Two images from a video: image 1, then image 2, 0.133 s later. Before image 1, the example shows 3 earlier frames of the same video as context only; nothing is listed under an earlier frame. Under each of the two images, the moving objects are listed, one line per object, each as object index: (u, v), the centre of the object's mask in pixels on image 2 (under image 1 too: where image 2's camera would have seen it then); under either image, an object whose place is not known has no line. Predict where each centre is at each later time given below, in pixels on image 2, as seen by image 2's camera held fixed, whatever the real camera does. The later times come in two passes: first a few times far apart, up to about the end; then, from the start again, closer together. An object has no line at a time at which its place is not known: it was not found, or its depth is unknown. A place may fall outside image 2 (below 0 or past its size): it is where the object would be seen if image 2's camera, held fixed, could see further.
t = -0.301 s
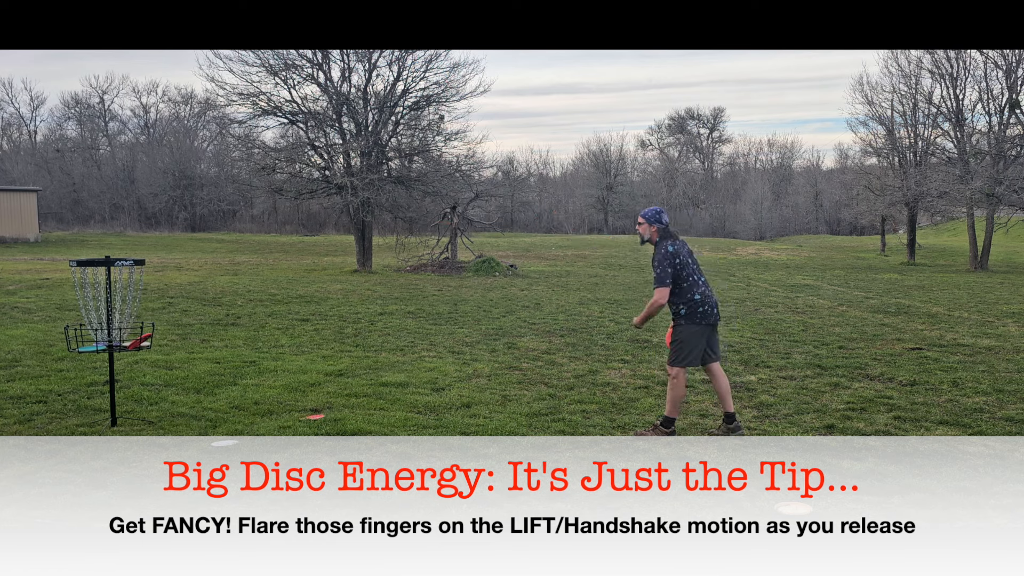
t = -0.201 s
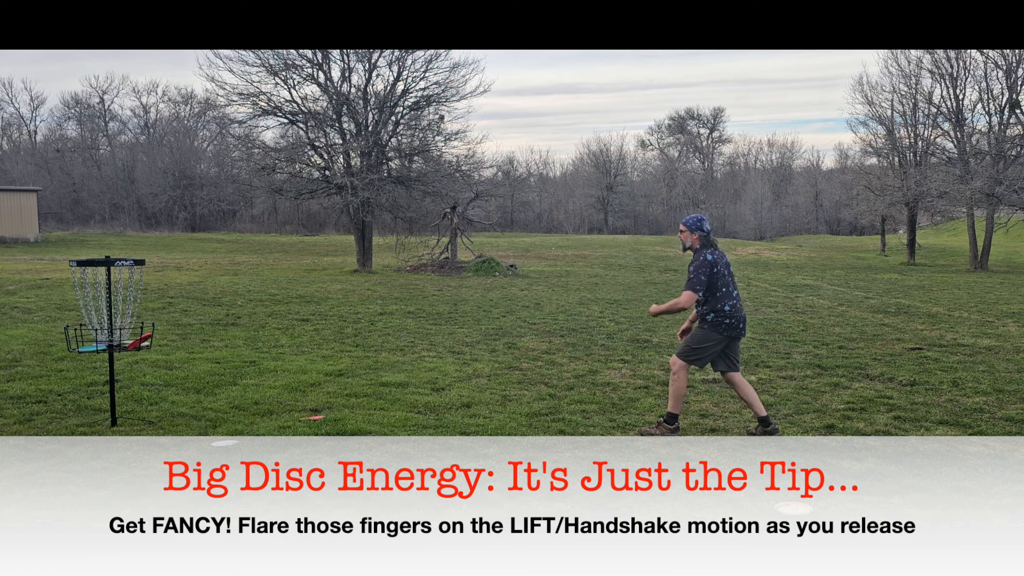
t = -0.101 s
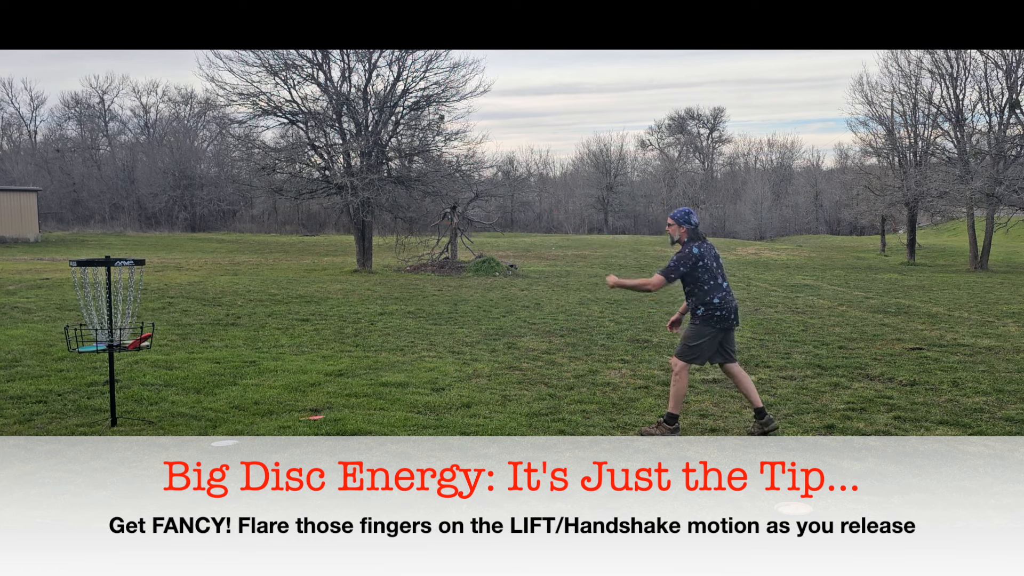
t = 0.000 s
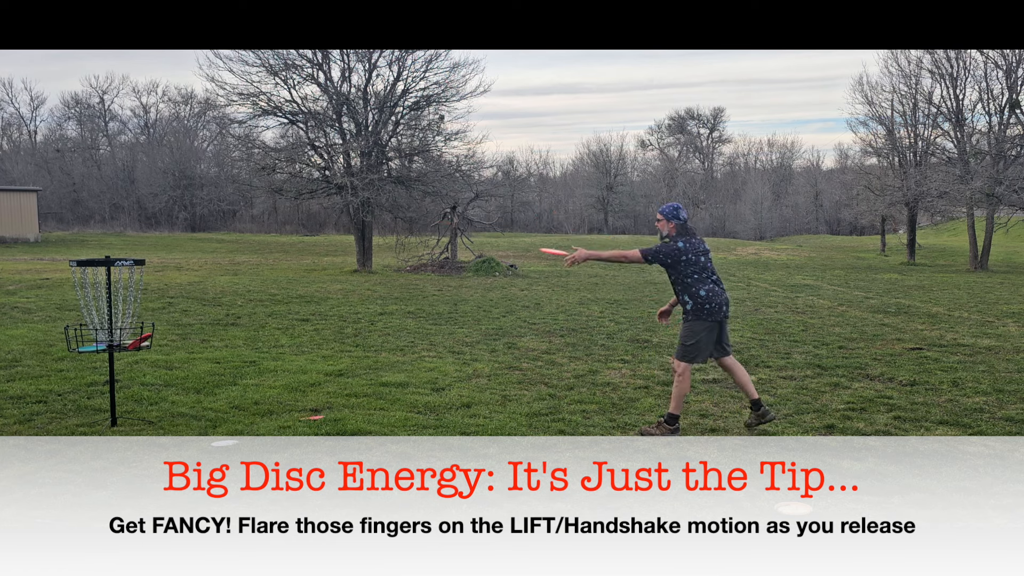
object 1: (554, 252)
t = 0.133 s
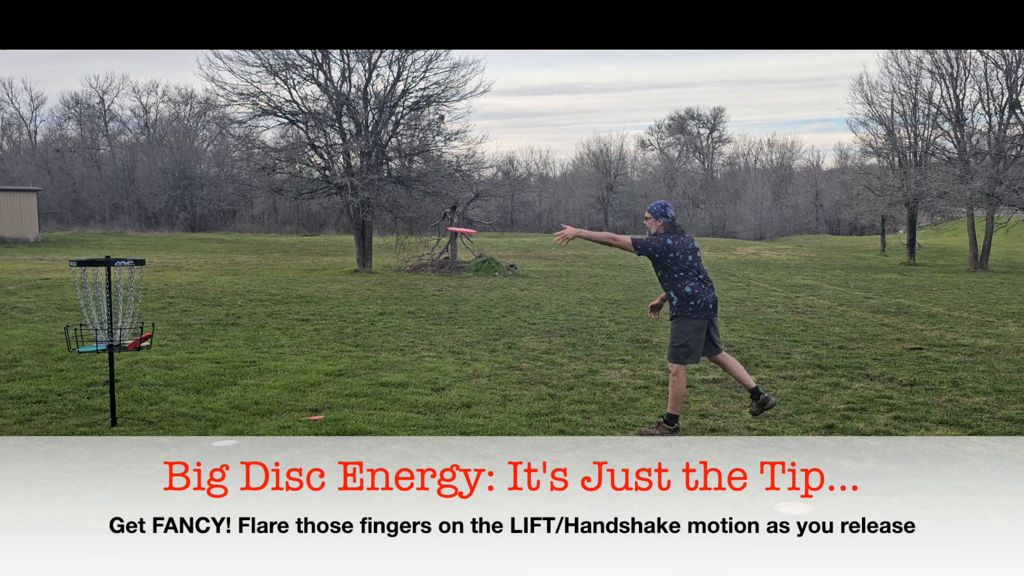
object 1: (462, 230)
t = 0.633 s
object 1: (123, 301)
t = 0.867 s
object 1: (94, 337)
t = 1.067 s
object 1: (102, 344)
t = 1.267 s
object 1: (105, 347)
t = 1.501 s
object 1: (105, 347)
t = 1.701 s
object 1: (105, 347)
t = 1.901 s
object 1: (105, 347)
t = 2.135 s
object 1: (105, 347)
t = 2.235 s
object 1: (105, 347)
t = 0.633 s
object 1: (123, 301)
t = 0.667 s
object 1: (111, 308)
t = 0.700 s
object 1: (105, 314)
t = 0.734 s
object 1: (100, 317)
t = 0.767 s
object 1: (97, 323)
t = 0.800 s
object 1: (94, 329)
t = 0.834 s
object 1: (94, 333)
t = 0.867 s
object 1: (94, 337)
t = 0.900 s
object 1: (95, 339)
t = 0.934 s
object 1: (96, 340)
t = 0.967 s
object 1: (98, 342)
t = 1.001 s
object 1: (100, 344)
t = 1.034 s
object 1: (101, 344)
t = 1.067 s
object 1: (102, 344)
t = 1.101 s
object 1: (104, 345)
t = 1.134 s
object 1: (105, 346)
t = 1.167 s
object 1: (105, 346)
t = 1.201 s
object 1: (105, 346)
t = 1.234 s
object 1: (105, 347)
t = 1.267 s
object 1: (105, 347)
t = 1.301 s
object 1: (105, 347)
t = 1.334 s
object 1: (105, 347)
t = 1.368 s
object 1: (105, 347)
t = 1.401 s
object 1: (105, 347)
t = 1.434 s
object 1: (105, 347)
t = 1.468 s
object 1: (105, 347)
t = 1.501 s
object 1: (105, 347)
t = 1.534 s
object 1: (105, 347)
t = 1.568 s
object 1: (105, 347)
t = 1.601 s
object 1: (105, 347)
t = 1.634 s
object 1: (105, 347)
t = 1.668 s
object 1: (105, 347)
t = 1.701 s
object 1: (105, 347)
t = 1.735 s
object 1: (105, 347)
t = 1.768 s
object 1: (105, 347)
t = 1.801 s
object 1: (105, 347)
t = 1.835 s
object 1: (105, 347)
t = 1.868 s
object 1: (105, 347)
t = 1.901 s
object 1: (105, 347)
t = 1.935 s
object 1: (105, 347)
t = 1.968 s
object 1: (105, 347)
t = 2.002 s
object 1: (105, 347)
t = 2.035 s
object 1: (105, 347)
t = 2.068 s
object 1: (105, 347)
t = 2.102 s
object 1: (105, 347)
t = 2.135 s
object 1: (105, 347)
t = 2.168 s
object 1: (105, 347)
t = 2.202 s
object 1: (105, 347)
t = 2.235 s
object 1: (105, 347)
